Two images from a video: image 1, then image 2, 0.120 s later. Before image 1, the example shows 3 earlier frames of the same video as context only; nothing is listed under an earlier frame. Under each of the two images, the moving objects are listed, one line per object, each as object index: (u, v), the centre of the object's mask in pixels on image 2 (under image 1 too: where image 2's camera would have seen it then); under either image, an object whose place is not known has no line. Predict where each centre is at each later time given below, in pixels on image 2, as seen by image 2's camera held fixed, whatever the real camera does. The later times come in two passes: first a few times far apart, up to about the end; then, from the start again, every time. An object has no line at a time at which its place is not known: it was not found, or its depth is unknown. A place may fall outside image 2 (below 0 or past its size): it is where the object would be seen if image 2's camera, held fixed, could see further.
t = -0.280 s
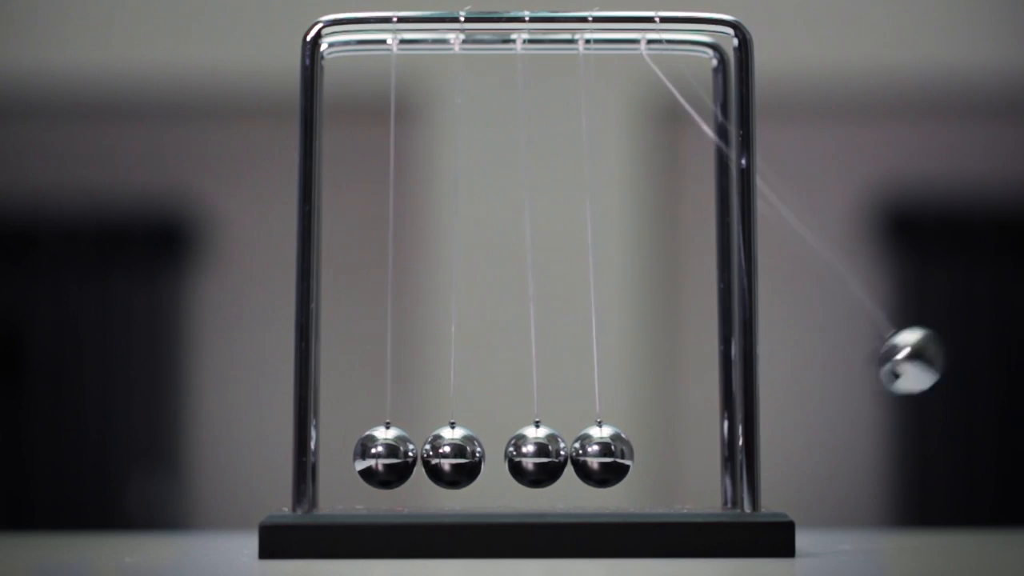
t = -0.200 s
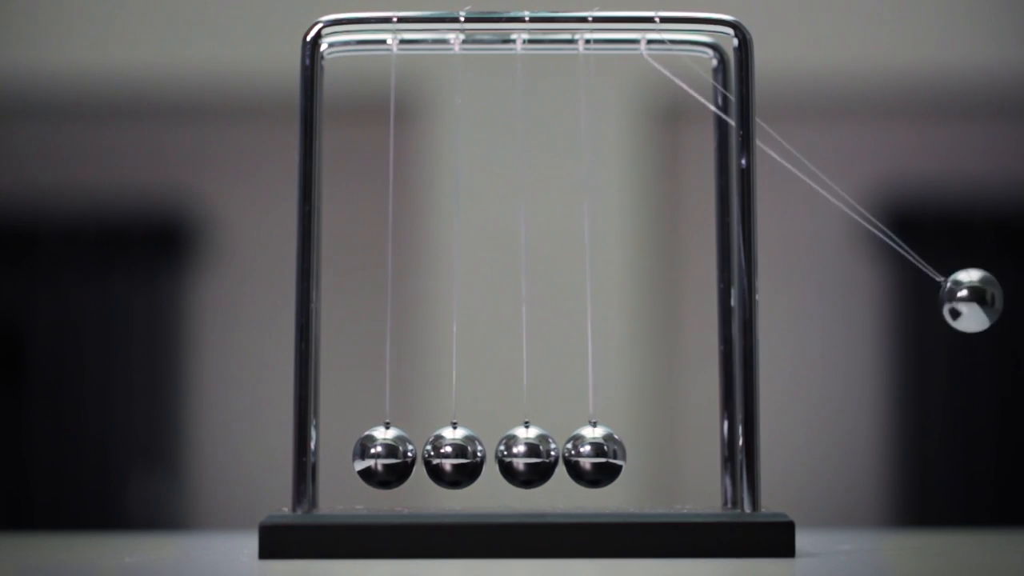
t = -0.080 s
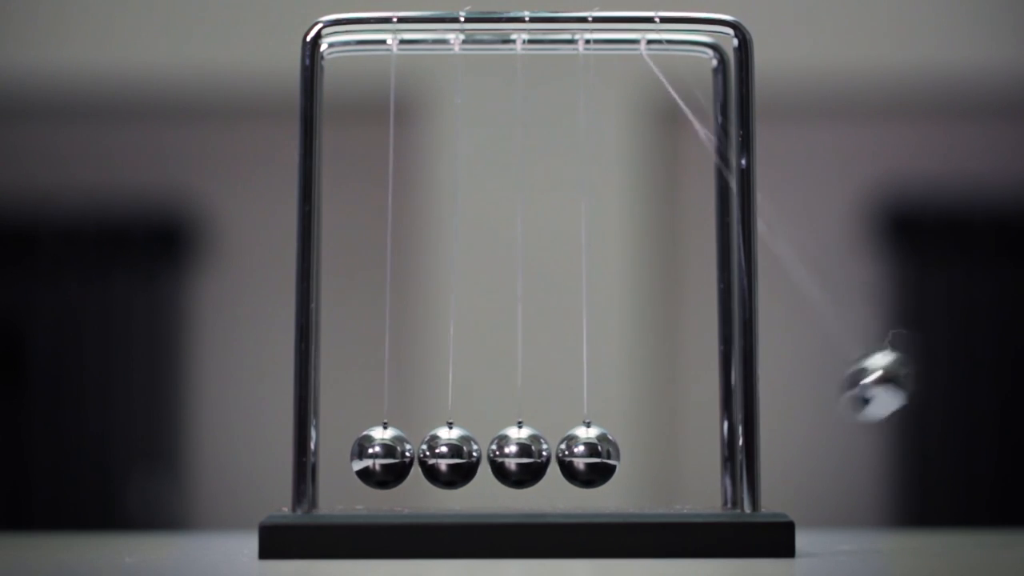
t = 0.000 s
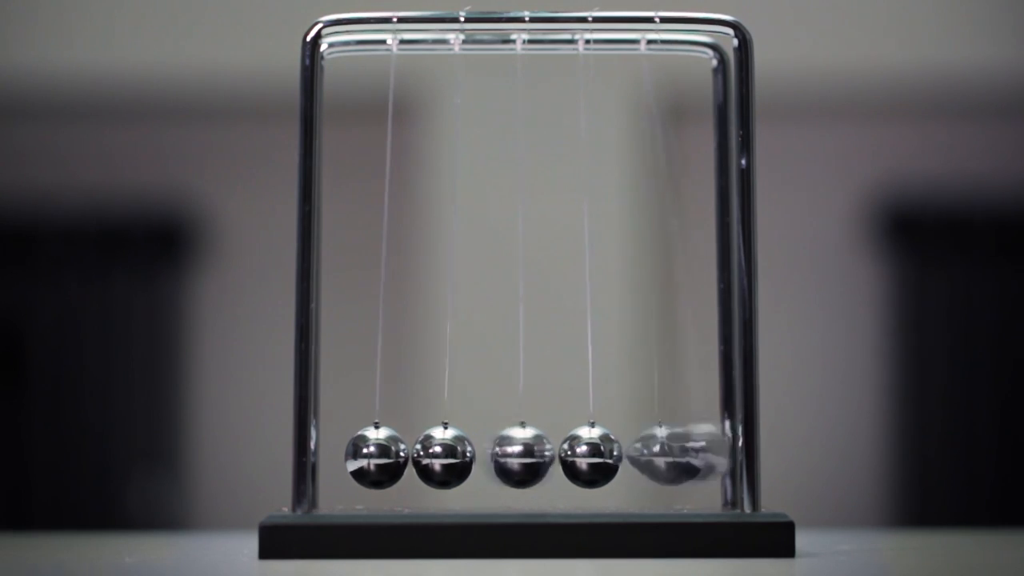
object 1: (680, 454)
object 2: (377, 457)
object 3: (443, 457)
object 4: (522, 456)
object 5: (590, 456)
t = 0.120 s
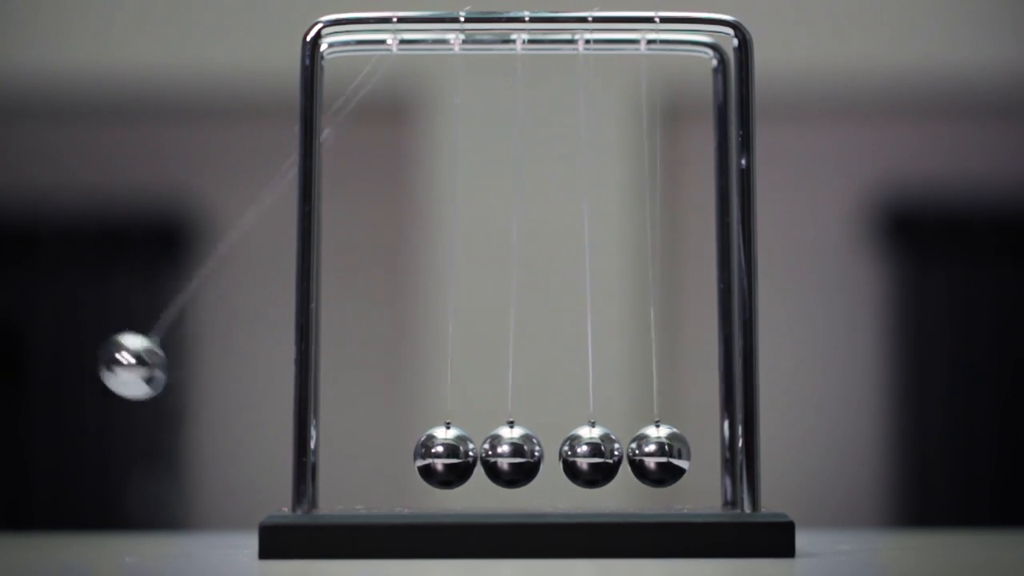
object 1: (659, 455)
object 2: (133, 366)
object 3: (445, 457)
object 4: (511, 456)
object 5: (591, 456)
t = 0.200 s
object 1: (658, 456)
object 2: (73, 306)
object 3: (454, 457)
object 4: (522, 456)
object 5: (588, 456)
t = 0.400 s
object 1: (667, 455)
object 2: (365, 455)
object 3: (454, 457)
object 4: (522, 456)
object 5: (602, 456)
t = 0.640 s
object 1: (959, 314)
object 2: (386, 458)
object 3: (452, 457)
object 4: (520, 456)
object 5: (589, 456)
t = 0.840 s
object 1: (656, 455)
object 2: (291, 442)
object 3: (444, 457)
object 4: (509, 456)
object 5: (589, 456)
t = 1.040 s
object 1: (662, 455)
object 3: (455, 457)
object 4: (522, 456)
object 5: (595, 456)
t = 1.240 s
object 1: (759, 439)
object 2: (389, 457)
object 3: (457, 457)
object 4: (532, 456)
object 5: (598, 456)
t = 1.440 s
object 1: (951, 324)
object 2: (381, 457)
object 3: (448, 457)
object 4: (525, 456)
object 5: (591, 456)
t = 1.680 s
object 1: (652, 456)
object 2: (192, 406)
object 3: (453, 457)
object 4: (519, 456)
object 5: (584, 456)
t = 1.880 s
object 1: (666, 455)
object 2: (132, 365)
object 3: (452, 457)
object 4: (520, 456)
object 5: (597, 456)
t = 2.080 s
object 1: (856, 400)
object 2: (393, 458)
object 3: (458, 457)
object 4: (524, 456)
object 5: (591, 456)
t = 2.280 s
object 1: (900, 368)
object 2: (378, 458)
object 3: (448, 457)
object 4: (524, 456)
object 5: (592, 456)
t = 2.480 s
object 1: (653, 456)
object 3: (453, 457)
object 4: (518, 456)
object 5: (588, 456)
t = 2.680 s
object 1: (665, 455)
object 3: (454, 457)
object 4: (522, 456)
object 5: (594, 456)
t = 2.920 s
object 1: (915, 358)
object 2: (384, 458)
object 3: (452, 457)
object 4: (527, 456)
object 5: (594, 456)
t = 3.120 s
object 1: (814, 422)
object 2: (383, 458)
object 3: (454, 457)
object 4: (520, 456)
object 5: (586, 456)
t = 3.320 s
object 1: (660, 456)
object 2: (123, 359)
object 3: (450, 457)
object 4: (518, 456)
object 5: (593, 456)
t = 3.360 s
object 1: (662, 456)
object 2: (99, 335)
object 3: (451, 457)
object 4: (519, 456)
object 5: (593, 456)
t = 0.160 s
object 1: (659, 455)
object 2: (90, 326)
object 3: (449, 457)
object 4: (516, 456)
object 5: (589, 456)
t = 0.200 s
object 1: (658, 456)
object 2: (73, 306)
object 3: (454, 457)
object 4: (522, 456)
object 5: (588, 456)
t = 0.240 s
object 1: (657, 456)
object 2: (78, 312)
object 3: (457, 457)
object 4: (524, 456)
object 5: (591, 456)
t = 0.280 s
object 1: (661, 455)
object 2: (107, 344)
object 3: (456, 457)
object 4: (525, 456)
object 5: (593, 456)
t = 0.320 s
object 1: (664, 455)
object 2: (168, 392)
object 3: (455, 457)
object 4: (523, 456)
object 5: (597, 456)
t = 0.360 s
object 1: (666, 455)
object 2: (246, 430)
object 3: (455, 457)
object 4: (520, 456)
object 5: (600, 456)
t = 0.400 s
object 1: (667, 455)
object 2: (365, 455)
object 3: (454, 457)
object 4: (522, 456)
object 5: (602, 456)
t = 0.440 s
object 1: (759, 443)
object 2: (388, 458)
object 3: (455, 457)
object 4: (536, 456)
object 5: (602, 456)
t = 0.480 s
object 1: (842, 407)
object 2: (387, 458)
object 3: (455, 457)
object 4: (533, 456)
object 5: (600, 456)
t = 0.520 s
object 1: (908, 364)
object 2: (387, 458)
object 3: (456, 457)
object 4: (530, 456)
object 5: (596, 456)
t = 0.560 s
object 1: (949, 326)
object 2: (388, 458)
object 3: (457, 457)
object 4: (525, 456)
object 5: (592, 456)
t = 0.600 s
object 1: (965, 308)
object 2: (389, 458)
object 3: (455, 457)
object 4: (522, 456)
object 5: (588, 456)
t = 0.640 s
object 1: (959, 314)
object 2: (386, 458)
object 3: (452, 457)
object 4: (520, 456)
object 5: (589, 456)
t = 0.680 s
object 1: (928, 346)
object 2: (382, 458)
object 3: (448, 457)
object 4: (522, 456)
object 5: (590, 456)
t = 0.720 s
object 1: (868, 392)
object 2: (379, 458)
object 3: (445, 457)
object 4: (524, 456)
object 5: (590, 456)
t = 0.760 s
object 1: (798, 426)
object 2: (378, 458)
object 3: (443, 457)
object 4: (525, 456)
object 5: (591, 456)
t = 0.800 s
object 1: (676, 453)
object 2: (377, 457)
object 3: (443, 457)
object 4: (520, 456)
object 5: (590, 456)
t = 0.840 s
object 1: (656, 455)
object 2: (291, 442)
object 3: (444, 457)
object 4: (509, 456)
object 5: (589, 456)
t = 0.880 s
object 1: (656, 455)
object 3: (448, 457)
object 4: (513, 456)
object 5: (588, 456)
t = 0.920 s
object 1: (655, 455)
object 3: (452, 457)
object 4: (517, 456)
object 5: (587, 456)
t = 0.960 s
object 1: (654, 456)
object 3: (456, 457)
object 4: (521, 456)
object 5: (587, 456)
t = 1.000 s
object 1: (657, 455)
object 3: (455, 457)
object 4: (523, 456)
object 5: (591, 456)
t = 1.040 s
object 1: (662, 455)
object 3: (455, 457)
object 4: (522, 456)
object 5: (595, 456)
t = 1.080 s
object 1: (665, 455)
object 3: (454, 457)
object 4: (520, 456)
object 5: (598, 456)
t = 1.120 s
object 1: (667, 455)
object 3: (454, 457)
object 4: (519, 456)
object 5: (600, 456)
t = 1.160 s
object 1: (667, 455)
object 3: (453, 457)
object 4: (519, 456)
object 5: (600, 456)
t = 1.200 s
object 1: (669, 455)
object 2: (380, 457)
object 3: (454, 457)
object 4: (525, 456)
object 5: (600, 456)
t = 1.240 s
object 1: (759, 439)
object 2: (389, 457)
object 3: (457, 457)
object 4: (532, 456)
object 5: (598, 456)
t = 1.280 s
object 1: (846, 405)
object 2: (390, 457)
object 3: (459, 457)
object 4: (529, 456)
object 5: (594, 456)
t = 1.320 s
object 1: (909, 363)
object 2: (391, 457)
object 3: (459, 457)
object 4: (525, 456)
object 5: (590, 456)
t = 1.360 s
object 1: (946, 329)
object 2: (390, 457)
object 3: (456, 457)
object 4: (522, 456)
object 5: (590, 456)
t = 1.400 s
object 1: (960, 314)
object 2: (385, 457)
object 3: (452, 457)
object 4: (524, 456)
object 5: (591, 456)
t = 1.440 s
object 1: (951, 324)
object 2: (381, 457)
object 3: (448, 457)
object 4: (525, 456)
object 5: (591, 456)
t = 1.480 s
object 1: (915, 357)
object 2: (379, 457)
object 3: (446, 457)
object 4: (525, 456)
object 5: (591, 456)
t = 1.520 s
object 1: (861, 396)
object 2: (378, 457)
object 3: (445, 457)
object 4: (525, 456)
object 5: (591, 456)
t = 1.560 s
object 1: (773, 432)
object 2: (378, 457)
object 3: (446, 457)
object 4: (524, 456)
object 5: (591, 456)
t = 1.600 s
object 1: (669, 455)
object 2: (374, 457)
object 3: (447, 457)
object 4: (519, 456)
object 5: (589, 456)
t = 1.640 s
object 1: (654, 455)
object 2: (277, 440)
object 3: (448, 457)
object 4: (515, 456)
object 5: (585, 456)
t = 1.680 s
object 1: (652, 456)
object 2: (192, 406)
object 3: (453, 457)
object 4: (519, 456)
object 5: (584, 456)
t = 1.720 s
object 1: (653, 456)
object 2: (132, 365)
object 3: (454, 457)
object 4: (521, 456)
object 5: (587, 456)
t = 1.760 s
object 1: (657, 456)
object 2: (96, 332)
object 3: (453, 457)
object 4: (520, 456)
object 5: (590, 456)
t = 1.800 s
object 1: (661, 455)
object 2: (84, 319)
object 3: (453, 457)
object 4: (518, 456)
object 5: (594, 456)
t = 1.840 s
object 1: (664, 455)
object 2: (95, 332)
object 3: (453, 457)
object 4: (519, 456)
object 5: (596, 456)
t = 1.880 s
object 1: (666, 455)
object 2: (132, 365)
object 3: (452, 457)
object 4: (520, 456)
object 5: (597, 456)
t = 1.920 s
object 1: (665, 455)
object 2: (198, 409)
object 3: (453, 457)
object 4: (521, 456)
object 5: (597, 456)
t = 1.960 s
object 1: (664, 456)
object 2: (288, 443)
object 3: (454, 457)
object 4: (523, 456)
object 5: (596, 456)
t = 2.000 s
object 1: (680, 454)
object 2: (375, 453)
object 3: (458, 457)
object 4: (526, 456)
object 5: (595, 456)
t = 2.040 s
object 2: (393, 458)
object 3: (461, 457)
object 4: (526, 456)
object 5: (592, 456)
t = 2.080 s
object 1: (856, 400)
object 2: (393, 458)
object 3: (458, 457)
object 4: (524, 456)
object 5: (591, 456)
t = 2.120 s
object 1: (911, 360)
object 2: (389, 458)
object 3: (455, 457)
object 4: (526, 456)
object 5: (591, 456)
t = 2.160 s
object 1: (944, 331)
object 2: (384, 458)
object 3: (452, 457)
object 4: (527, 456)
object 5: (592, 456)
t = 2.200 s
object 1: (953, 321)
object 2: (381, 458)
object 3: (450, 457)
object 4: (526, 456)
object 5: (592, 456)
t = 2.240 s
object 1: (940, 335)
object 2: (379, 458)
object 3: (448, 457)
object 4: (525, 456)
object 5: (592, 456)
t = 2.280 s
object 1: (900, 368)
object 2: (378, 458)
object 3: (448, 457)
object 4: (524, 456)
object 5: (592, 456)
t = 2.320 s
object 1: (835, 411)
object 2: (379, 458)
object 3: (449, 457)
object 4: (522, 456)
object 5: (590, 456)
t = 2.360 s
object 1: (742, 441)
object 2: (382, 457)
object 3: (451, 457)
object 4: (521, 456)
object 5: (588, 456)
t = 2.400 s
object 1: (653, 456)
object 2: (380, 455)
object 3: (451, 457)
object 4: (519, 456)
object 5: (584, 456)
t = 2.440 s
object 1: (651, 456)
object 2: (259, 434)
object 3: (453, 457)
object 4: (519, 456)
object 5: (584, 456)
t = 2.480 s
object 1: (653, 456)
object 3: (453, 457)
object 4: (518, 456)
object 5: (588, 456)
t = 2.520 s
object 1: (658, 455)
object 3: (451, 457)
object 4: (517, 456)
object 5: (591, 456)
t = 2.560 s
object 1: (661, 456)
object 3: (451, 457)
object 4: (518, 456)
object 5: (593, 456)
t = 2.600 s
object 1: (664, 455)
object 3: (451, 457)
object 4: (519, 456)
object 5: (595, 456)
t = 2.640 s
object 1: (665, 455)
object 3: (452, 457)
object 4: (520, 456)
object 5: (595, 456)
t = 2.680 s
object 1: (665, 455)
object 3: (454, 457)
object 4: (522, 456)
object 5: (594, 456)
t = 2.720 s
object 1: (663, 455)
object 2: (219, 420)
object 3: (456, 457)
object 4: (523, 456)
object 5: (593, 456)
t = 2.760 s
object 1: (660, 455)
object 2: (315, 446)
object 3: (458, 457)
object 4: (525, 456)
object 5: (591, 456)
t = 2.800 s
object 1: (682, 453)
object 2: (392, 458)
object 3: (460, 457)
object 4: (526, 456)
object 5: (591, 456)
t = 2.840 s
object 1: (792, 430)
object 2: (391, 458)
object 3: (457, 457)
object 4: (527, 456)
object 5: (592, 456)
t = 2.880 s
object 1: (864, 395)
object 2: (388, 458)
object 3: (454, 457)
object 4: (527, 456)
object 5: (594, 456)
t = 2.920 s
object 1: (915, 358)
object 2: (384, 458)
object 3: (452, 457)
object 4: (527, 456)
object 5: (594, 456)
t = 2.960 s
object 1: (943, 332)
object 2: (381, 458)
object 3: (451, 457)
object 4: (526, 456)
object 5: (594, 456)
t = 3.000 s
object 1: (948, 327)
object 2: (380, 458)
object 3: (450, 457)
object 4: (525, 456)
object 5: (593, 456)
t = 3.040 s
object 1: (929, 346)
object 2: (379, 458)
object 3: (451, 457)
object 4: (523, 456)
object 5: (591, 456)
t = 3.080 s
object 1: (883, 382)
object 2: (381, 458)
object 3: (452, 457)
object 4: (522, 456)
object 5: (589, 456)
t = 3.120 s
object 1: (814, 422)
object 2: (383, 458)
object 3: (454, 457)
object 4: (520, 456)
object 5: (586, 456)
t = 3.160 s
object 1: (711, 449)
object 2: (387, 458)
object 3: (454, 457)
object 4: (519, 456)
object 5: (586, 456)
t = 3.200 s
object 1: (654, 456)
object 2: (359, 453)
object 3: (452, 457)
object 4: (518, 456)
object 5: (585, 456)
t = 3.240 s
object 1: (655, 456)
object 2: (250, 432)
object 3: (450, 457)
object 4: (518, 456)
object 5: (588, 456)
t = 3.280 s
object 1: (657, 456)
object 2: (173, 396)
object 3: (450, 457)
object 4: (518, 456)
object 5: (592, 456)
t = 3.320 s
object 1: (660, 456)
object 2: (123, 359)
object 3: (450, 457)
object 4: (518, 456)
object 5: (593, 456)
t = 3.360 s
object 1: (662, 456)
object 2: (99, 335)
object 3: (451, 457)
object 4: (519, 456)
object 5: (593, 456)
